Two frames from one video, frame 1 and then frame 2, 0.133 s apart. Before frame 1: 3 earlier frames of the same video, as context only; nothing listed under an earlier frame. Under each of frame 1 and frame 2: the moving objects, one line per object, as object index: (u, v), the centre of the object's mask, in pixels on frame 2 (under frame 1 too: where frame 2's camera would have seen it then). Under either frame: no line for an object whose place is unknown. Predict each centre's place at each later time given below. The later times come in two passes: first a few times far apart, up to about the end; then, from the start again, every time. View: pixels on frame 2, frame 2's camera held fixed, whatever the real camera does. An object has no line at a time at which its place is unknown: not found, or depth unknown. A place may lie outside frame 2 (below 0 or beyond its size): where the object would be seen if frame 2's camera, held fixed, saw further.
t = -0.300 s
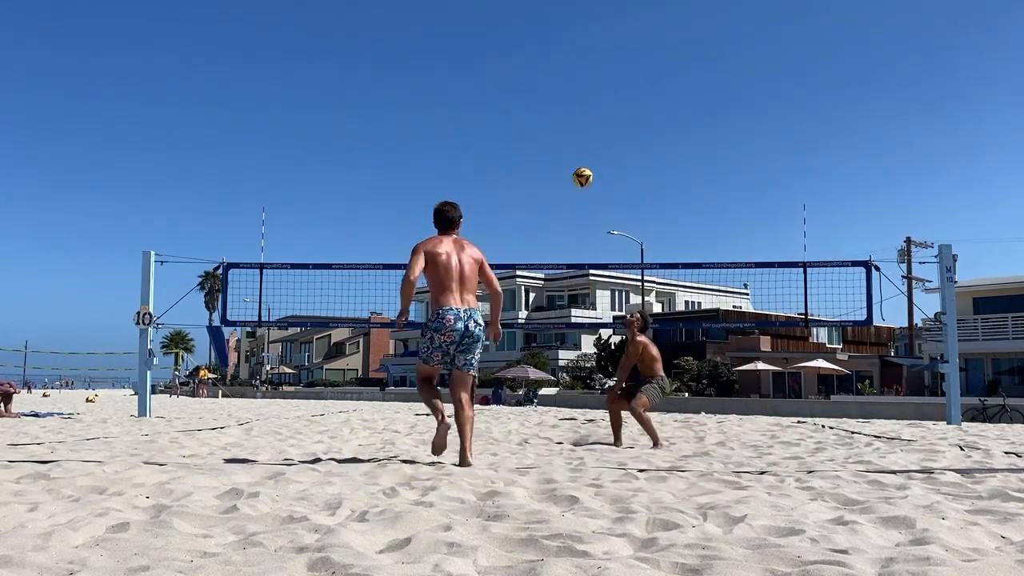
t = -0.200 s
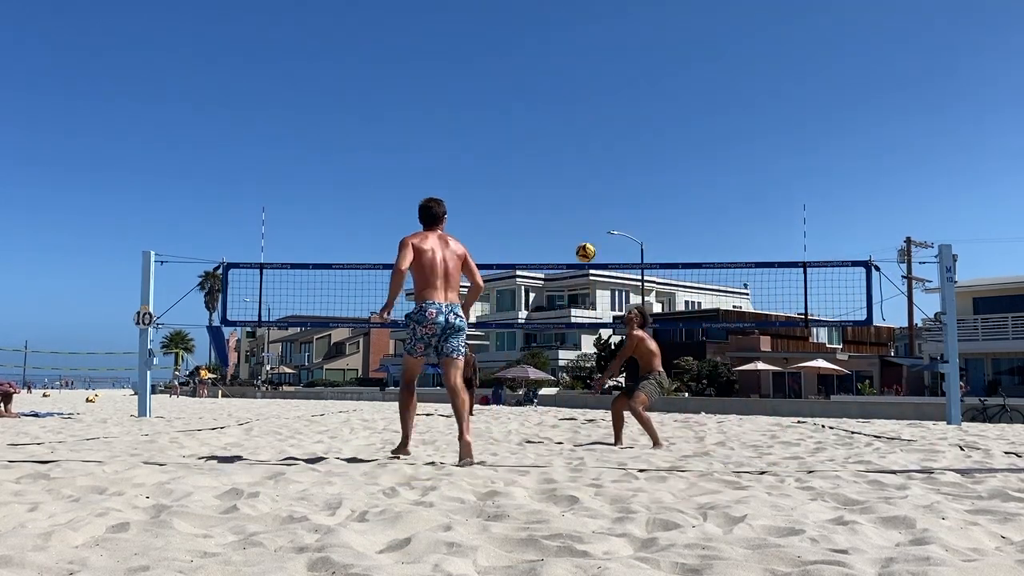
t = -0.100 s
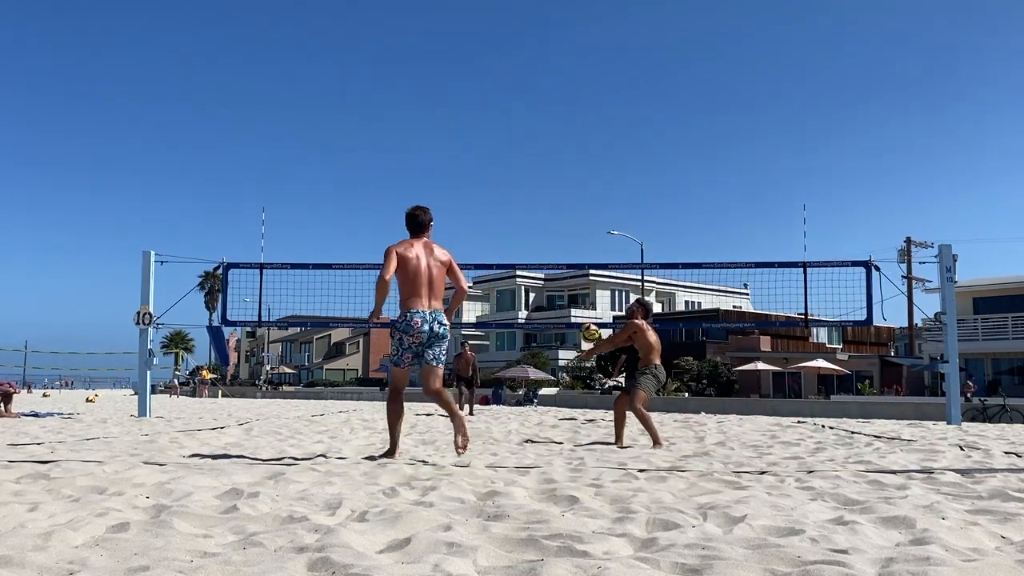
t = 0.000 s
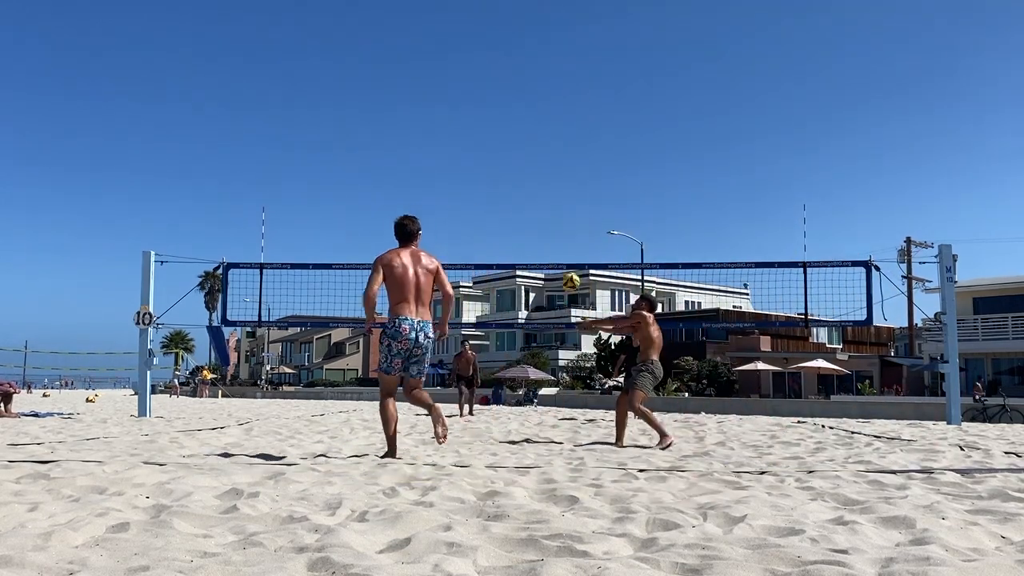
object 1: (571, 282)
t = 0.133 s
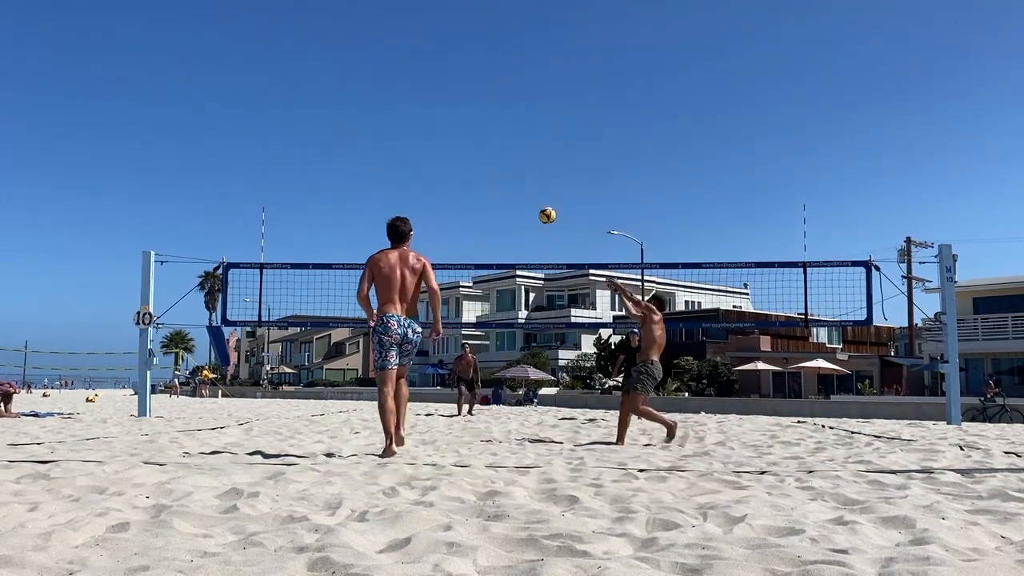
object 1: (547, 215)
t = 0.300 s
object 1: (523, 166)
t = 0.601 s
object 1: (492, 143)
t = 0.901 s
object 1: (469, 176)
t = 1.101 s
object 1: (459, 219)
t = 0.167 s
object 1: (542, 203)
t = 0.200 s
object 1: (537, 192)
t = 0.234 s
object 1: (532, 182)
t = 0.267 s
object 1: (528, 173)
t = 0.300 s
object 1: (523, 166)
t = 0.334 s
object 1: (519, 160)
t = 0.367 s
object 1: (515, 155)
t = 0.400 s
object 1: (511, 151)
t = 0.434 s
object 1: (508, 147)
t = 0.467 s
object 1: (504, 145)
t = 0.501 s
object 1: (501, 143)
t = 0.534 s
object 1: (498, 143)
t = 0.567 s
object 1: (495, 143)
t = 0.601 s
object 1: (492, 143)
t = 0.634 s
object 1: (489, 144)
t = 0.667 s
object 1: (486, 146)
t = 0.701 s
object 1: (483, 149)
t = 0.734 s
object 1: (481, 152)
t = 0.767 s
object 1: (478, 156)
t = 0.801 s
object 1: (476, 160)
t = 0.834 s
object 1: (474, 165)
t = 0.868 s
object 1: (472, 170)
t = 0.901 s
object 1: (469, 176)
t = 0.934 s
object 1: (467, 182)
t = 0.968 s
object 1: (466, 189)
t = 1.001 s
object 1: (464, 196)
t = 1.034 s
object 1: (462, 203)
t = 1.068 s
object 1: (460, 211)
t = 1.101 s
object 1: (459, 219)
